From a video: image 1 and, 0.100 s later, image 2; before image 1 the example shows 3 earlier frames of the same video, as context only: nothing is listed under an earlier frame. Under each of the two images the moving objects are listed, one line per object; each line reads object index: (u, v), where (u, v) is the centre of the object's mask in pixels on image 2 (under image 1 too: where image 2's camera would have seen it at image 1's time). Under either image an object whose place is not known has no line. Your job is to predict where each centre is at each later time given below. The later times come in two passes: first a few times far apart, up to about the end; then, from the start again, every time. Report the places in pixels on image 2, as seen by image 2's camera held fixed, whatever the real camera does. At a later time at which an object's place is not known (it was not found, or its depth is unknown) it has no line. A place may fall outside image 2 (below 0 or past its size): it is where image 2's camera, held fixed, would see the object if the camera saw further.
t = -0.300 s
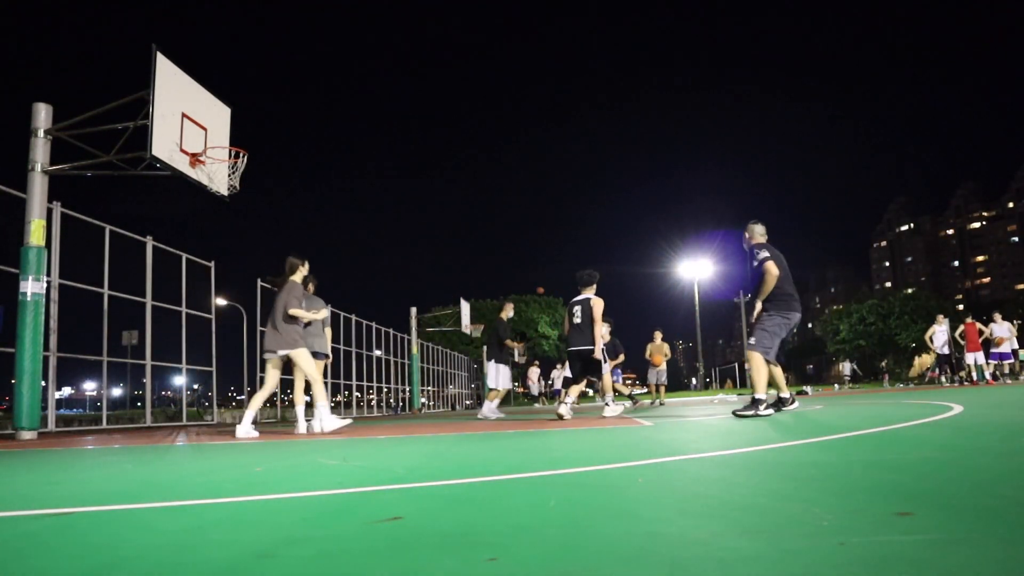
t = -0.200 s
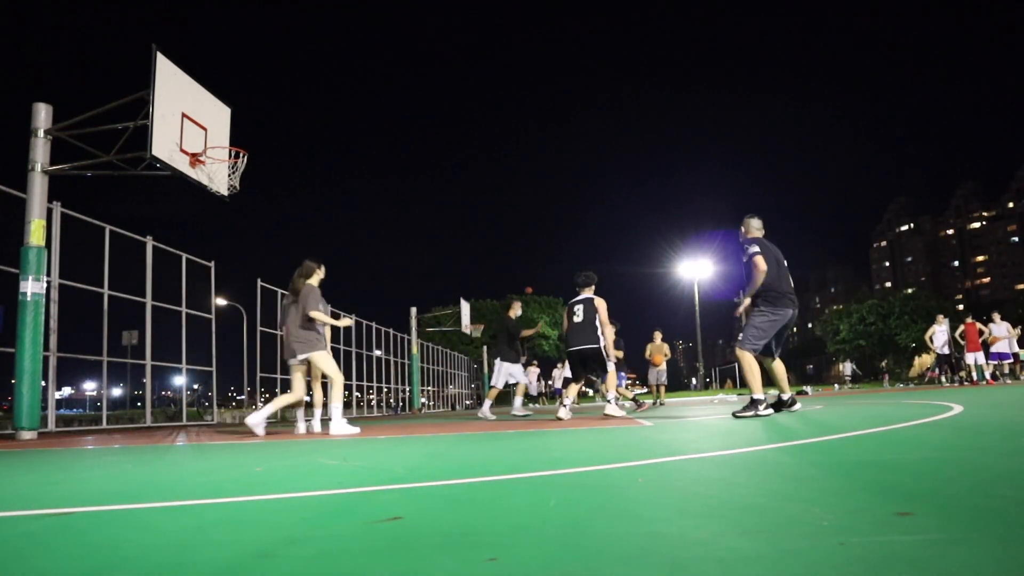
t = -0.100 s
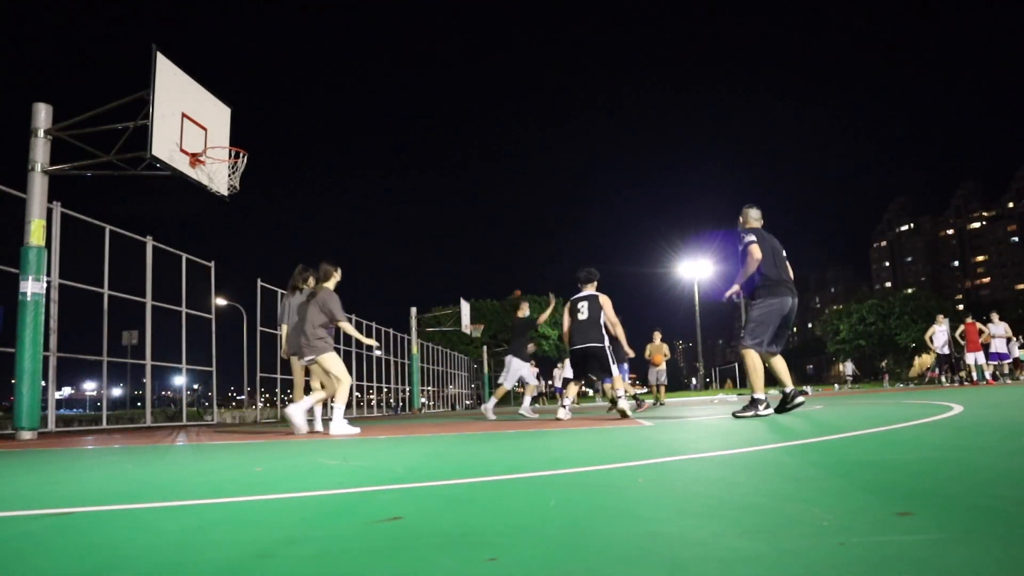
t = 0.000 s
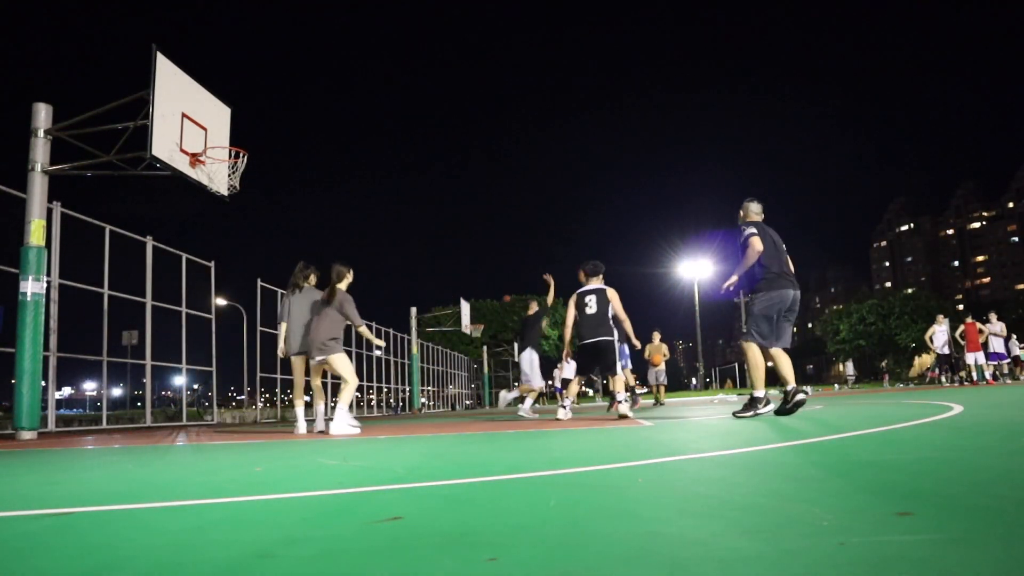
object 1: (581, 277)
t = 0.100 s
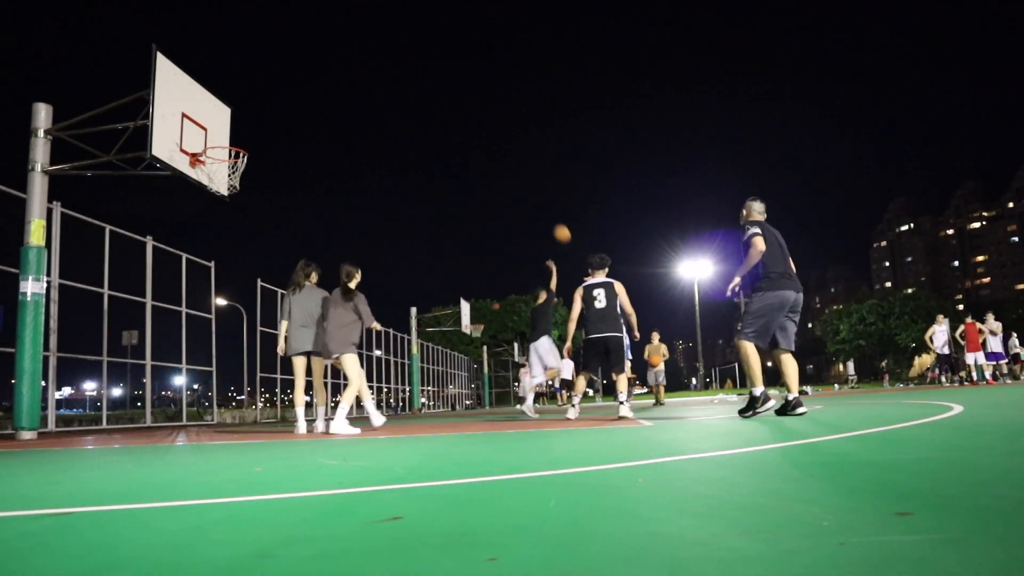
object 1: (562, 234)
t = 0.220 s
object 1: (531, 188)
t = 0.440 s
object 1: (473, 126)
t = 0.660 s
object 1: (410, 93)
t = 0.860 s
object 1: (347, 92)
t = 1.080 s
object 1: (268, 128)
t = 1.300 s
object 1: (215, 127)
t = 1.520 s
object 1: (183, 132)
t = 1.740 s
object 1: (198, 162)
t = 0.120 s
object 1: (557, 226)
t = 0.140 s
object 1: (551, 218)
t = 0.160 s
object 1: (547, 210)
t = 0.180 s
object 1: (541, 202)
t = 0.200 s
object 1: (536, 195)
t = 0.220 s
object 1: (531, 188)
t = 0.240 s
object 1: (526, 182)
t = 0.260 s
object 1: (521, 175)
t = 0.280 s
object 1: (516, 169)
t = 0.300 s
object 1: (511, 163)
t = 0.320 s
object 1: (505, 157)
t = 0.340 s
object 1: (500, 151)
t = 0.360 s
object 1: (495, 146)
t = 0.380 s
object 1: (489, 140)
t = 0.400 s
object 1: (484, 136)
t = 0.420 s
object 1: (479, 131)
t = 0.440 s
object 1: (473, 126)
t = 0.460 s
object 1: (468, 122)
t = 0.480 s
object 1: (462, 118)
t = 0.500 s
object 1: (457, 114)
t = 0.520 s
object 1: (451, 111)
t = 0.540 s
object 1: (445, 108)
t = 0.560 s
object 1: (440, 105)
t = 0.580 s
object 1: (434, 102)
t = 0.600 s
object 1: (428, 99)
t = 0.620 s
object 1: (422, 97)
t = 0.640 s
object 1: (416, 95)
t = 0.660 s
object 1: (410, 93)
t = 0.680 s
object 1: (404, 92)
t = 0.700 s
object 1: (398, 91)
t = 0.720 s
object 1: (392, 90)
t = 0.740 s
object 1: (386, 89)
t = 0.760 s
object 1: (379, 89)
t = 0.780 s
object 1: (373, 89)
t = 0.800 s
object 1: (367, 89)
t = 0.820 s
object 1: (360, 90)
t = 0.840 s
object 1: (353, 91)
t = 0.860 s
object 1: (347, 92)
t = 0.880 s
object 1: (340, 93)
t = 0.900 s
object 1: (333, 95)
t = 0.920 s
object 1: (326, 97)
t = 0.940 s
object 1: (319, 100)
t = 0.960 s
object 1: (312, 103)
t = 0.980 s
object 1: (305, 106)
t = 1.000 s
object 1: (298, 110)
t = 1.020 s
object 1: (291, 114)
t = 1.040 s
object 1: (283, 118)
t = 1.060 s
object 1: (275, 123)
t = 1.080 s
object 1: (268, 128)
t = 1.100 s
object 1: (260, 133)
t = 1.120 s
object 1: (252, 139)
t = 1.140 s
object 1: (246, 144)
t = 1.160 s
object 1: (242, 141)
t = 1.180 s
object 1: (239, 139)
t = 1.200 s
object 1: (236, 136)
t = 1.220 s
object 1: (232, 134)
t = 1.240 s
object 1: (228, 132)
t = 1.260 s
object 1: (224, 130)
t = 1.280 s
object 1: (220, 128)
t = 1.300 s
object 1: (215, 127)
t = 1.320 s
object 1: (211, 126)
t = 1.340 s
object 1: (207, 126)
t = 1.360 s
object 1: (203, 125)
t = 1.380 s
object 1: (199, 126)
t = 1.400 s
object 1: (195, 127)
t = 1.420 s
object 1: (191, 128)
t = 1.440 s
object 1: (185, 129)
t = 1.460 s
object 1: (181, 131)
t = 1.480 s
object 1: (181, 131)
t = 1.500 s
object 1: (182, 131)
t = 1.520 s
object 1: (183, 132)
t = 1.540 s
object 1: (185, 133)
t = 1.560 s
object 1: (186, 134)
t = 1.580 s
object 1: (188, 135)
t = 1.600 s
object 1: (189, 137)
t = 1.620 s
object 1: (190, 139)
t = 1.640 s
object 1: (192, 143)
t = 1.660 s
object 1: (193, 146)
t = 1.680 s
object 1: (194, 149)
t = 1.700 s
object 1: (195, 153)
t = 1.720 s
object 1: (197, 157)
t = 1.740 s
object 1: (198, 162)
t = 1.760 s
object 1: (199, 165)
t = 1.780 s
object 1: (200, 172)
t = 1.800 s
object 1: (202, 178)
